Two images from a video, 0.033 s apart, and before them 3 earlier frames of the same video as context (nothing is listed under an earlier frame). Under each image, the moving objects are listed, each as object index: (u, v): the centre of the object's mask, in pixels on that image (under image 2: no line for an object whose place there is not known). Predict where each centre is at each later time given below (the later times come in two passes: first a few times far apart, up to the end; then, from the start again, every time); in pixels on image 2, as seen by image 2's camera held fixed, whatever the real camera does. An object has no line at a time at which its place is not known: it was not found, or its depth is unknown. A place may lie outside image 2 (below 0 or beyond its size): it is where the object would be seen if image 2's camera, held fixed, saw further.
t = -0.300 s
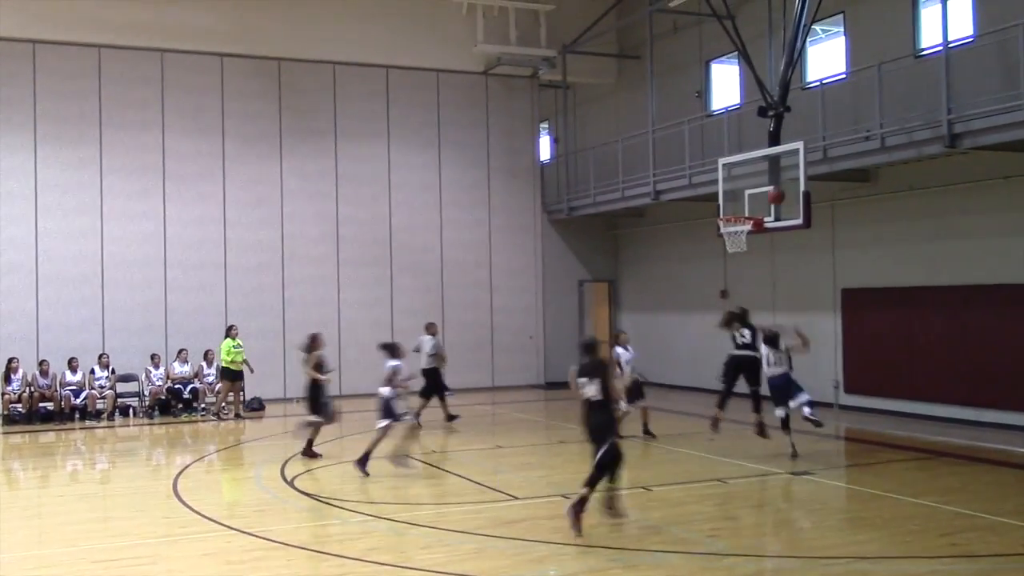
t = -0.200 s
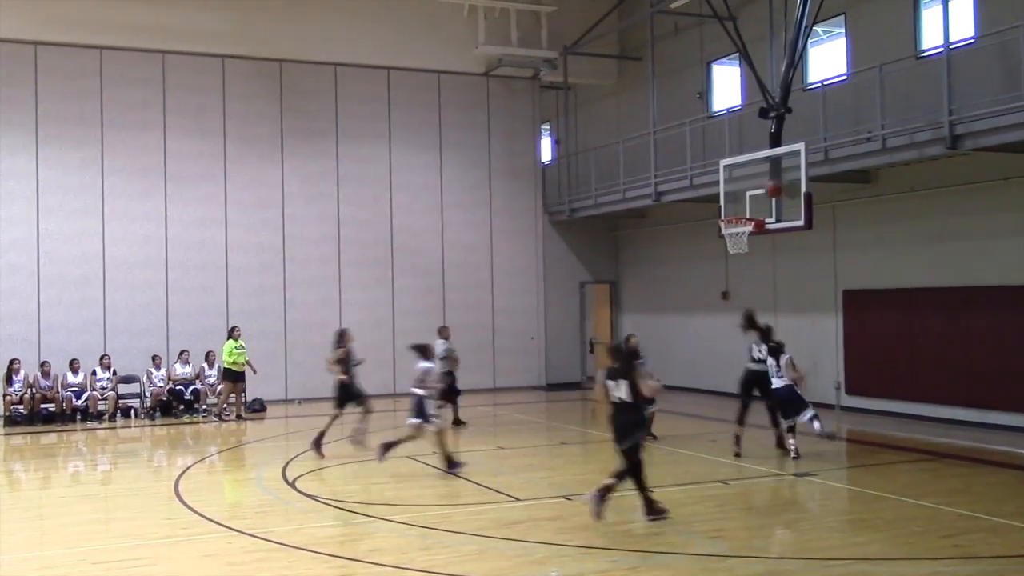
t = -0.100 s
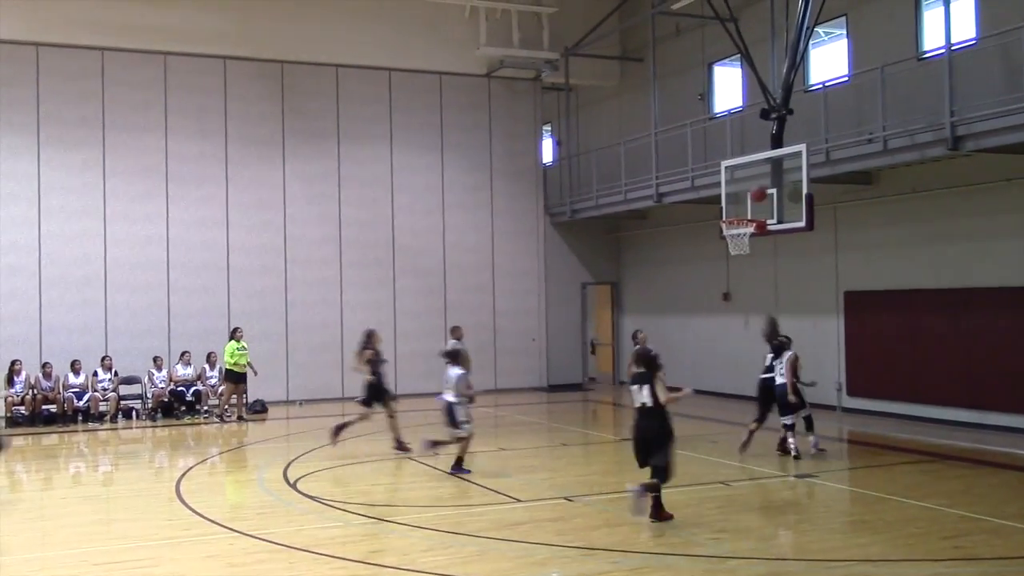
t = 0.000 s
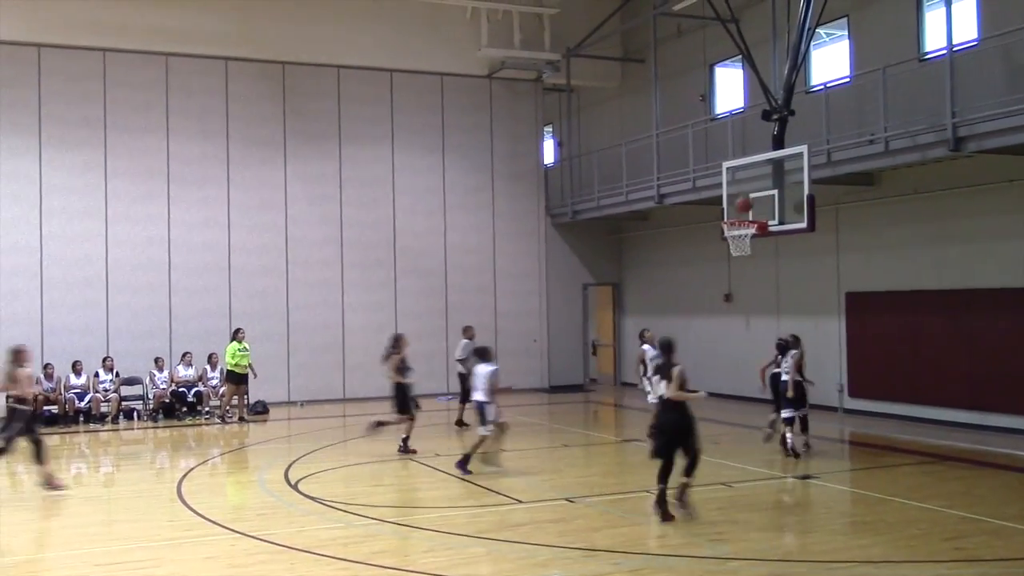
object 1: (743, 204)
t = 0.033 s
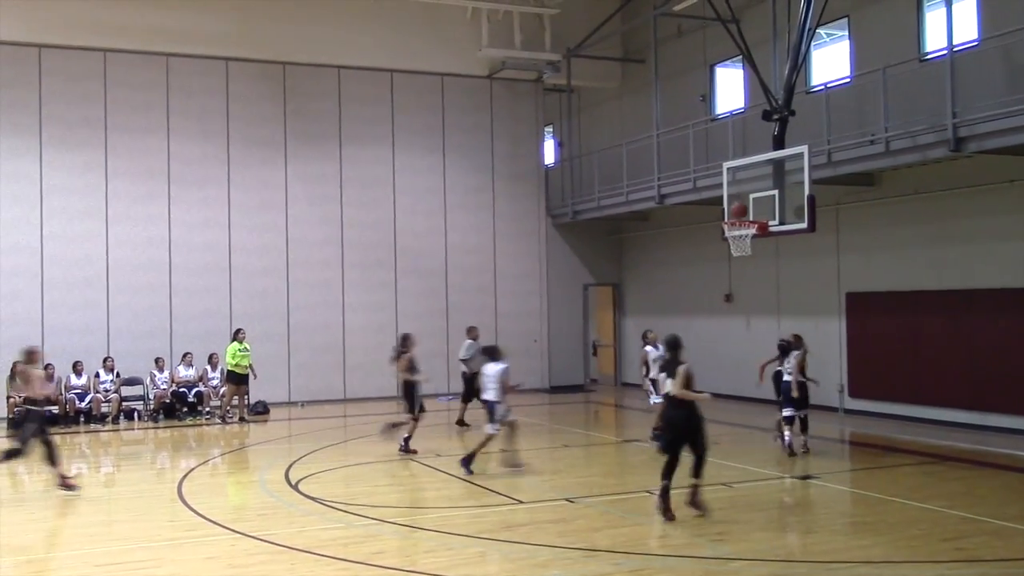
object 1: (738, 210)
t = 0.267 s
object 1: (726, 209)
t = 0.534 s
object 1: (714, 215)
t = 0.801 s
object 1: (702, 261)
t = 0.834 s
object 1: (702, 270)
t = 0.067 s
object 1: (736, 213)
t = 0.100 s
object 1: (733, 210)
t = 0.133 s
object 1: (732, 208)
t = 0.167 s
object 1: (730, 207)
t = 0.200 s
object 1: (729, 207)
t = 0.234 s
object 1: (727, 208)
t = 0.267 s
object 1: (726, 209)
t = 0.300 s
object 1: (725, 210)
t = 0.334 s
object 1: (723, 213)
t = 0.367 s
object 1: (721, 212)
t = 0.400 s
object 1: (719, 211)
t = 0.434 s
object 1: (717, 212)
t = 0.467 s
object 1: (716, 212)
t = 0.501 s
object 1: (715, 213)
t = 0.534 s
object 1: (714, 215)
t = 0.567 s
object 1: (712, 218)
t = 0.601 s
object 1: (711, 221)
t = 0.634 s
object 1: (709, 226)
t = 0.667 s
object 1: (707, 233)
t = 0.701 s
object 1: (706, 239)
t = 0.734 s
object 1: (705, 245)
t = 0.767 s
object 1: (704, 253)
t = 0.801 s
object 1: (702, 261)
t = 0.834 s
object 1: (702, 270)
